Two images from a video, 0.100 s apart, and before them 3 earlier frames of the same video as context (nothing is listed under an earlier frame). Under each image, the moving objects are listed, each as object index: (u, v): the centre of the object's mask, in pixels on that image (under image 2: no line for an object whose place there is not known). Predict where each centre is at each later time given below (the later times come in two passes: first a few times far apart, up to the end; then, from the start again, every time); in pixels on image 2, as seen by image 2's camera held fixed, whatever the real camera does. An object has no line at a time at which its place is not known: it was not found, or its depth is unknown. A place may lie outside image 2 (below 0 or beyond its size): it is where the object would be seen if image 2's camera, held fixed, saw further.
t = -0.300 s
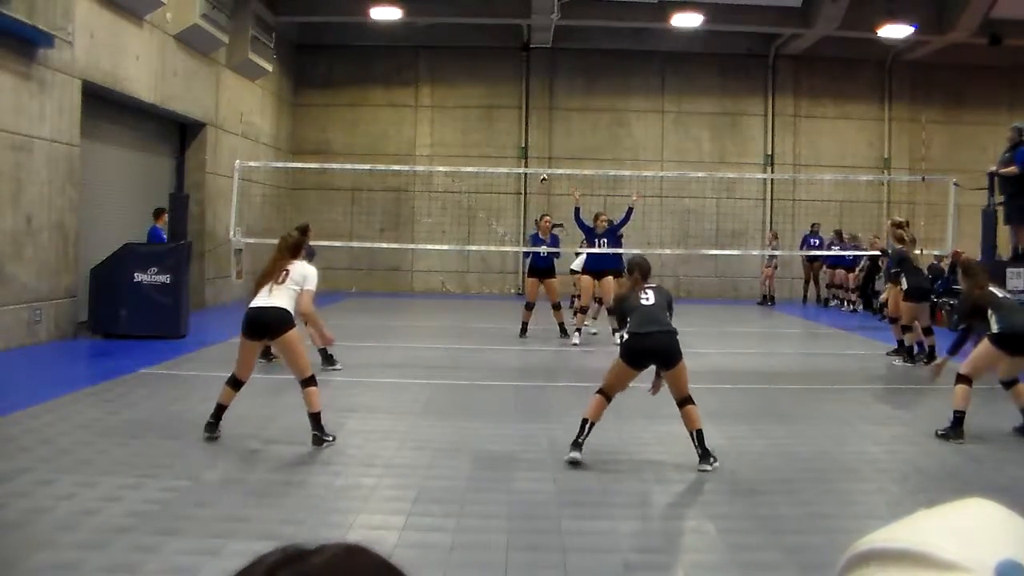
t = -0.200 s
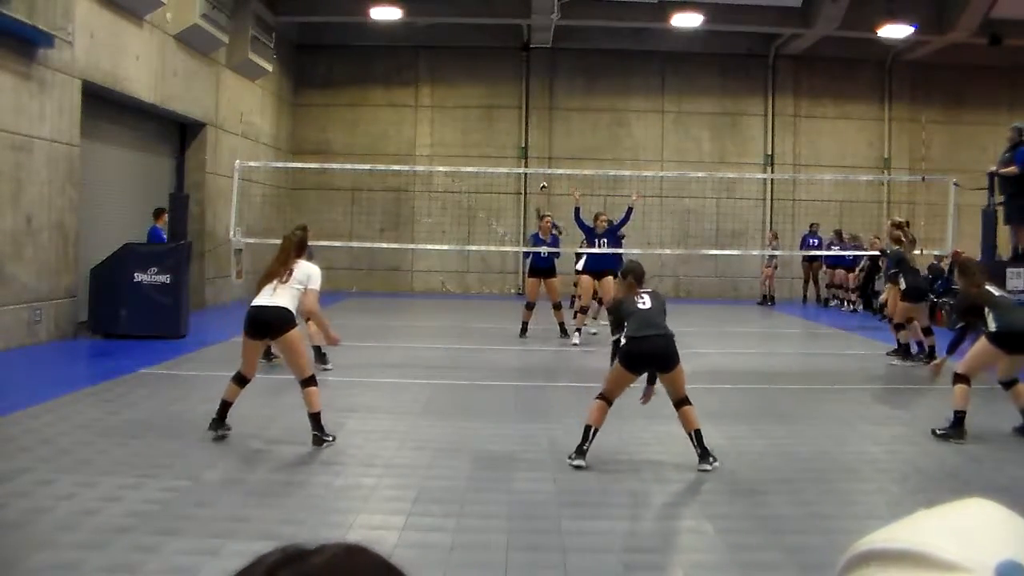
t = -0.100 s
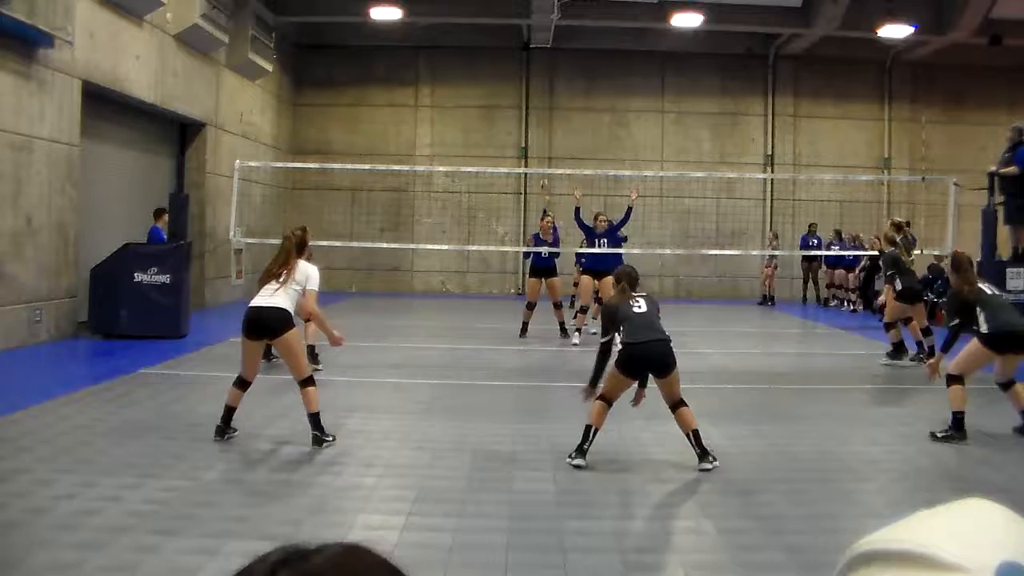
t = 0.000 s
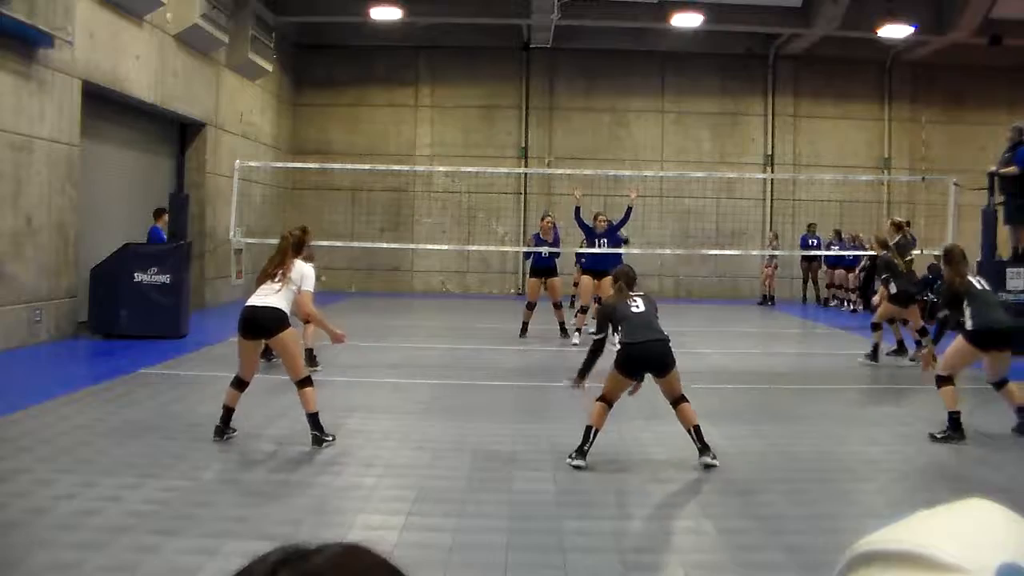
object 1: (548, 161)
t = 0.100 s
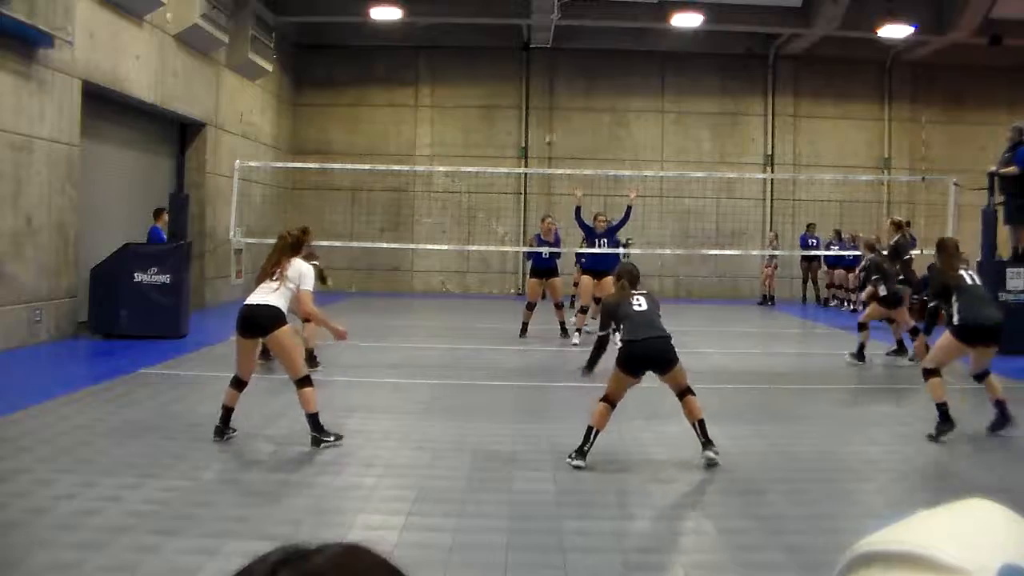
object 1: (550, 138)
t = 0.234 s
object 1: (555, 118)
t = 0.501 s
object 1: (565, 99)
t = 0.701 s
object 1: (575, 117)
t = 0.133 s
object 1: (551, 133)
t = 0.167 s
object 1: (551, 128)
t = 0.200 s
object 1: (554, 122)
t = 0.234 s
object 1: (555, 118)
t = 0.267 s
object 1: (556, 115)
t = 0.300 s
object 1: (557, 110)
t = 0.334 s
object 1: (557, 108)
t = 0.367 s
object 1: (559, 104)
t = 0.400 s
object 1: (561, 103)
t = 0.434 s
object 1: (562, 101)
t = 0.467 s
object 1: (563, 100)
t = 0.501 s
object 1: (565, 99)
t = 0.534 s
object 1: (566, 100)
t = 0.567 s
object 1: (568, 101)
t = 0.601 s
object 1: (569, 103)
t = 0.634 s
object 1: (570, 105)
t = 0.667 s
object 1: (572, 110)
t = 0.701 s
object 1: (575, 117)
